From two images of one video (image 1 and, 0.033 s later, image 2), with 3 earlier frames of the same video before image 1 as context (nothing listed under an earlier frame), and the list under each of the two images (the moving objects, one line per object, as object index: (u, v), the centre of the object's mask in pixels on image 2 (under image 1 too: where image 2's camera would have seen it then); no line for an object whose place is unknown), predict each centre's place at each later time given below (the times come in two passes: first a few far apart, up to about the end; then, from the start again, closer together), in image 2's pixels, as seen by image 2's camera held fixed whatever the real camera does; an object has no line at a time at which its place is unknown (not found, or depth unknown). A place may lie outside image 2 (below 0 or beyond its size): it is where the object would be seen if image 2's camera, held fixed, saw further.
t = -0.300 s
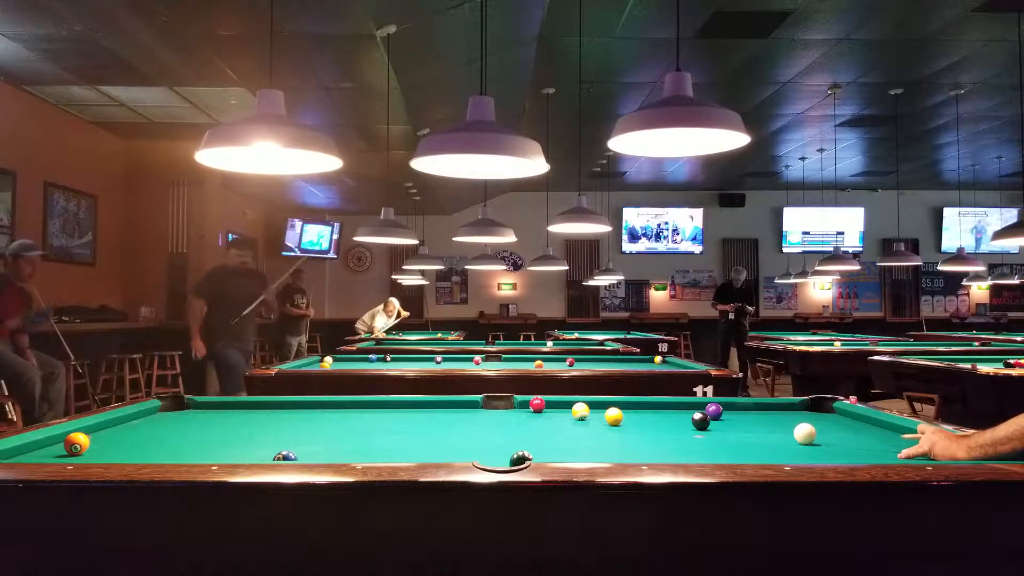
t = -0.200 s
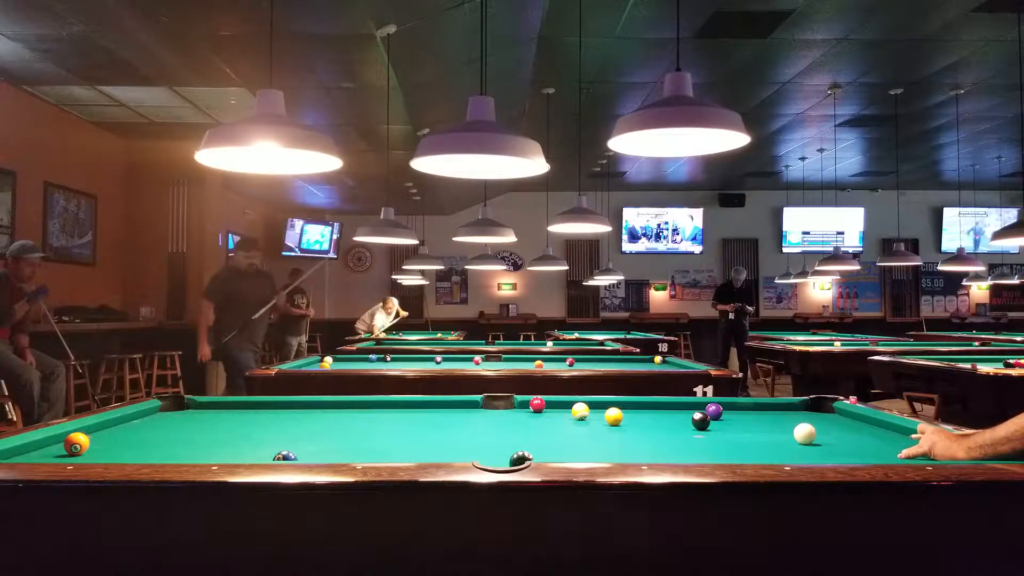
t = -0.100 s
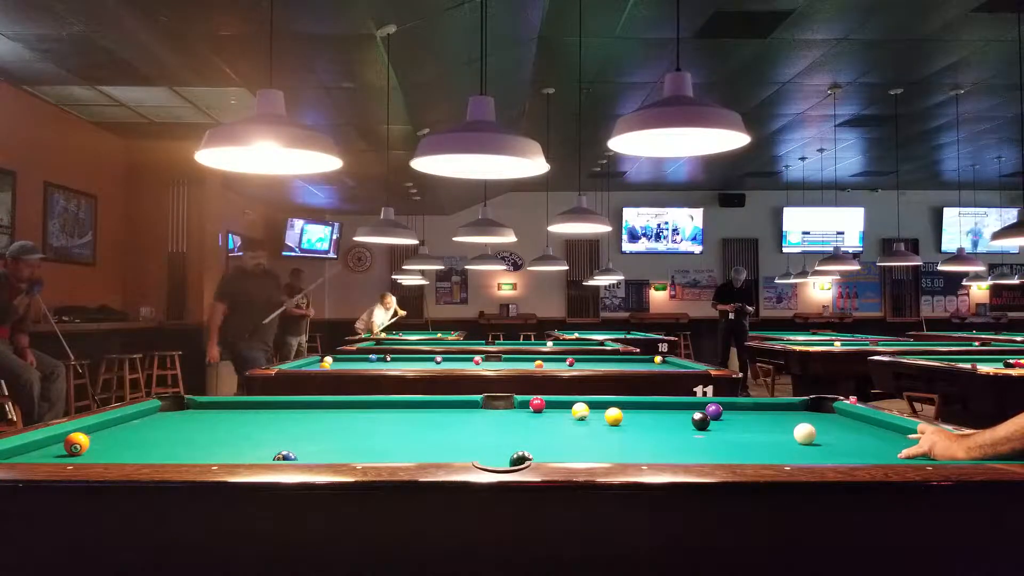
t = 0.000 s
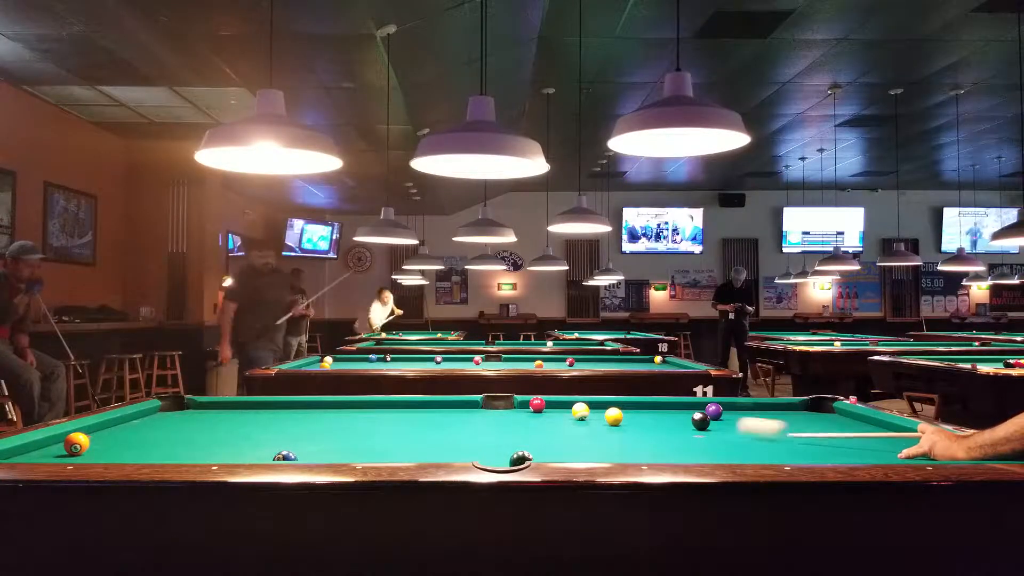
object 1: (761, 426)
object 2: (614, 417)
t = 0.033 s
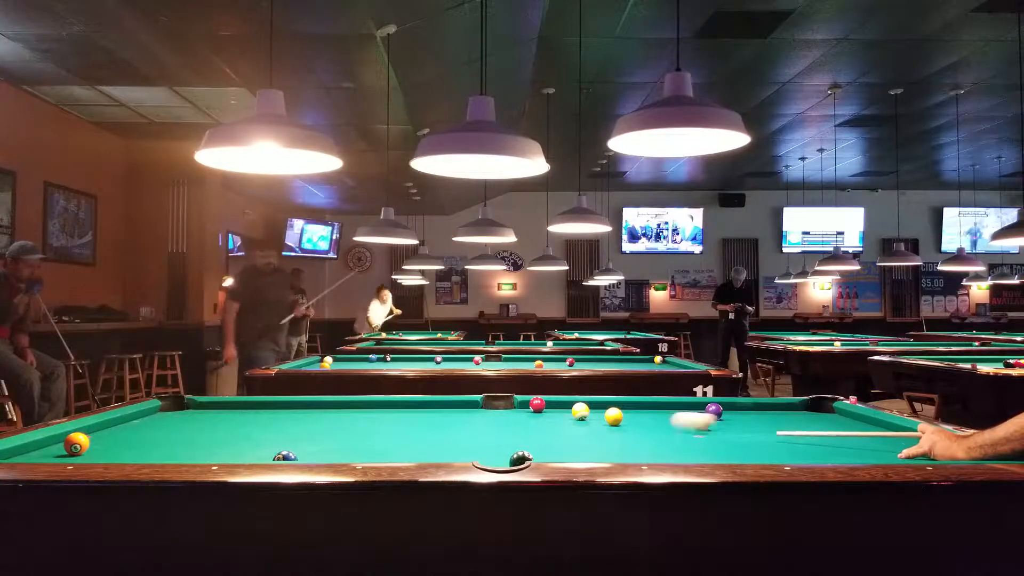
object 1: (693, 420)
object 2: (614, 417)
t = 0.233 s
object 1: (614, 418)
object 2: (398, 413)
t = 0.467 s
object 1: (618, 419)
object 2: (138, 415)
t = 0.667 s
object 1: (622, 420)
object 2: (274, 414)
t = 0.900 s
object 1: (627, 422)
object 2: (401, 414)
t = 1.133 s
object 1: (631, 423)
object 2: (522, 414)
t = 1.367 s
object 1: (635, 424)
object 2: (643, 413)
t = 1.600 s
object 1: (637, 424)
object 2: (759, 417)
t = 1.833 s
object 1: (638, 425)
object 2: (854, 417)
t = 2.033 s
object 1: (640, 425)
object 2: (795, 417)
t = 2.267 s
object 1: (640, 426)
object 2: (731, 417)
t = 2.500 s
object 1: (640, 426)
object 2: (667, 417)
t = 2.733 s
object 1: (640, 426)
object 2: (605, 416)
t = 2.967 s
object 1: (640, 426)
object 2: (544, 416)
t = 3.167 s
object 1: (640, 426)
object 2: (494, 416)
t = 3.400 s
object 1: (640, 426)
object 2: (436, 416)
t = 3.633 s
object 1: (640, 426)
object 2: (380, 416)
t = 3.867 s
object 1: (640, 426)
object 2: (325, 417)
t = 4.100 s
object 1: (640, 426)
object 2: (270, 417)
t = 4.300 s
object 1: (640, 426)
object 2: (224, 418)
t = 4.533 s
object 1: (640, 426)
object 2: (173, 417)
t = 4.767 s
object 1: (640, 426)
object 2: (130, 417)
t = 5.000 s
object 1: (640, 426)
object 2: (159, 418)
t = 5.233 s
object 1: (640, 426)
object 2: (186, 418)
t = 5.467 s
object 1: (640, 426)
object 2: (212, 418)
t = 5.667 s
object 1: (640, 426)
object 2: (233, 418)
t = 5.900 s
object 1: (640, 426)
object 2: (256, 417)
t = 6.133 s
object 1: (640, 426)
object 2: (277, 417)
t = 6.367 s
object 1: (640, 426)
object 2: (297, 417)
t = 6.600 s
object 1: (640, 426)
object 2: (314, 416)
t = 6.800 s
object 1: (640, 426)
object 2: (328, 416)
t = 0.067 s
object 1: (637, 417)
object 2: (613, 416)
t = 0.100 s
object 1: (625, 417)
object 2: (566, 412)
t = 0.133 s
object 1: (621, 417)
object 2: (523, 412)
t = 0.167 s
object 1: (618, 417)
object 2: (481, 412)
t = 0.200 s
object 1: (616, 418)
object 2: (440, 413)
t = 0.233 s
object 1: (614, 418)
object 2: (398, 413)
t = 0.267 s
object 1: (614, 418)
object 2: (358, 414)
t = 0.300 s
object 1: (614, 418)
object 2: (318, 414)
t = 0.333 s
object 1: (614, 418)
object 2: (280, 414)
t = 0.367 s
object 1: (615, 418)
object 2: (242, 415)
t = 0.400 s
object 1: (616, 419)
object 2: (204, 415)
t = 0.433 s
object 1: (617, 419)
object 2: (169, 414)
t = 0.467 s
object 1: (618, 419)
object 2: (138, 415)
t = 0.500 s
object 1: (618, 419)
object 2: (159, 414)
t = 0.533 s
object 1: (619, 419)
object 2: (184, 414)
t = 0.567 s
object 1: (620, 420)
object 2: (208, 415)
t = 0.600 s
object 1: (621, 420)
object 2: (231, 415)
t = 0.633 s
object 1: (621, 420)
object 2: (252, 415)
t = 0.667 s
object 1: (622, 420)
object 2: (274, 414)
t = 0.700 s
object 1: (623, 421)
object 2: (294, 415)
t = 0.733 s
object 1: (624, 421)
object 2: (313, 414)
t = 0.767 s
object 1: (624, 421)
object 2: (331, 415)
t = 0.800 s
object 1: (625, 421)
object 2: (348, 414)
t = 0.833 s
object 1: (626, 421)
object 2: (366, 414)
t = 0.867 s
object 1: (626, 421)
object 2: (384, 414)
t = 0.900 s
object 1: (627, 422)
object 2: (401, 414)
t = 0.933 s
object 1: (628, 422)
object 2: (419, 414)
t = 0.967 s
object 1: (628, 422)
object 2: (436, 414)
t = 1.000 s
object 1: (629, 422)
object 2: (453, 414)
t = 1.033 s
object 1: (629, 422)
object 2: (470, 414)
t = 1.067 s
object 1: (630, 422)
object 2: (487, 414)
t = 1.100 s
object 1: (631, 423)
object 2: (504, 414)
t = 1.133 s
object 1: (631, 423)
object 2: (522, 414)
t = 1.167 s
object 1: (632, 423)
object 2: (539, 414)
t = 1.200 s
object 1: (632, 423)
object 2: (556, 414)
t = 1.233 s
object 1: (633, 423)
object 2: (573, 415)
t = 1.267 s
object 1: (633, 423)
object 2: (590, 415)
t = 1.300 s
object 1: (634, 423)
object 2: (606, 415)
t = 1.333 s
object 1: (634, 424)
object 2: (622, 414)
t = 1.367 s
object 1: (635, 424)
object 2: (643, 413)
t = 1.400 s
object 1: (635, 424)
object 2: (657, 415)
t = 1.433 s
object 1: (635, 424)
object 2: (674, 416)
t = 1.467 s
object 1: (636, 424)
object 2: (687, 414)
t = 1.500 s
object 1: (636, 424)
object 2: (711, 415)
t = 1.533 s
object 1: (636, 424)
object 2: (725, 416)
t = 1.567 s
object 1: (637, 424)
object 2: (742, 417)
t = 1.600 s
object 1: (637, 424)
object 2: (759, 417)
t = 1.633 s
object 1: (637, 424)
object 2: (775, 417)
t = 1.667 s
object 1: (637, 425)
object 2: (792, 417)
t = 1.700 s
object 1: (638, 424)
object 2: (808, 417)
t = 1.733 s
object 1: (638, 425)
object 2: (825, 417)
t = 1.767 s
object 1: (638, 425)
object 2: (842, 417)
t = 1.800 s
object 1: (638, 425)
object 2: (858, 417)
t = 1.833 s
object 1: (638, 425)
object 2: (854, 417)
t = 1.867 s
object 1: (639, 425)
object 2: (843, 417)
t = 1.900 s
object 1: (639, 425)
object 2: (833, 418)
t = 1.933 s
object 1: (639, 425)
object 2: (823, 417)
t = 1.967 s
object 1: (639, 425)
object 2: (814, 417)
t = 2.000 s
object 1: (640, 425)
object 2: (805, 417)
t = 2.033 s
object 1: (640, 425)
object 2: (795, 417)
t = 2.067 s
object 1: (640, 425)
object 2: (786, 417)
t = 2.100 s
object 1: (640, 425)
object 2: (777, 417)
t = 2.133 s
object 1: (640, 425)
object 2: (767, 417)
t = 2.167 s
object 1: (640, 426)
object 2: (758, 417)
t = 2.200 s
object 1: (640, 426)
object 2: (749, 417)
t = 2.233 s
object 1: (640, 426)
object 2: (740, 417)
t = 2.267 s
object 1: (640, 426)
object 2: (731, 417)
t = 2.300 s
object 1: (640, 426)
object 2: (721, 417)
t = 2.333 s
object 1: (640, 426)
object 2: (715, 417)
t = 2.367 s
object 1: (640, 426)
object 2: (705, 413)
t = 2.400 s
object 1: (640, 426)
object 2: (690, 415)
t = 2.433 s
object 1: (640, 426)
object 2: (684, 417)
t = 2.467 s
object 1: (640, 426)
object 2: (675, 417)
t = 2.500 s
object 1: (640, 426)
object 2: (667, 417)
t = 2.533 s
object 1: (639, 426)
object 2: (658, 417)
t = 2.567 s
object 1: (639, 426)
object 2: (651, 415)
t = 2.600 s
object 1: (639, 426)
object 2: (640, 413)
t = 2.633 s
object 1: (640, 426)
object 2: (629, 415)
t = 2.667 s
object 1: (640, 426)
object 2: (622, 416)
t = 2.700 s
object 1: (640, 426)
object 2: (614, 416)
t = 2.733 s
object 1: (640, 426)
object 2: (605, 416)
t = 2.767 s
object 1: (640, 426)
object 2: (596, 416)
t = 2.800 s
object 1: (640, 426)
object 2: (587, 416)
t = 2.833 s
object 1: (640, 426)
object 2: (579, 416)
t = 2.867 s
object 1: (640, 426)
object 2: (570, 416)
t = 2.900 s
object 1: (640, 426)
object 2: (562, 416)
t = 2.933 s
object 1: (640, 426)
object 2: (553, 416)
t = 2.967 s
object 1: (640, 426)
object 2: (544, 416)
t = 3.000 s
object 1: (640, 426)
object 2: (536, 416)
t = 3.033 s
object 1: (640, 426)
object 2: (528, 416)
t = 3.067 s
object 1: (640, 426)
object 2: (519, 416)
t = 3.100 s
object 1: (640, 426)
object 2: (511, 416)
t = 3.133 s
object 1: (640, 426)
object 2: (503, 416)
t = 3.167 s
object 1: (640, 426)
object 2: (494, 416)
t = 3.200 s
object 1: (640, 426)
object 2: (486, 416)
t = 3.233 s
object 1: (640, 426)
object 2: (478, 416)
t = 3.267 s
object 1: (640, 426)
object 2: (469, 416)
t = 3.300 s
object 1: (640, 426)
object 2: (461, 416)
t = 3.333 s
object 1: (640, 426)
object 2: (453, 416)
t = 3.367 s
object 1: (640, 426)
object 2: (445, 416)
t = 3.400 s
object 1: (640, 426)
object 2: (436, 416)
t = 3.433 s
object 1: (640, 426)
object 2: (428, 416)
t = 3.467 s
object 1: (640, 426)
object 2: (420, 416)
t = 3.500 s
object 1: (640, 426)
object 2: (412, 416)
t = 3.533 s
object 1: (640, 426)
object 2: (404, 416)
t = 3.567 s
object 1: (640, 426)
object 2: (396, 416)
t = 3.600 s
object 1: (640, 426)
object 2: (388, 416)
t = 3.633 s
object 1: (640, 426)
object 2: (380, 416)
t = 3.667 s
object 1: (640, 426)
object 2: (372, 416)
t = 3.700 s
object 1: (640, 426)
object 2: (364, 416)
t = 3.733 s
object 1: (640, 426)
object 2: (356, 417)
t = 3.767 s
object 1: (640, 426)
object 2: (348, 416)
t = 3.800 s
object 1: (640, 426)
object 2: (340, 416)
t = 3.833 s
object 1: (640, 426)
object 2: (333, 417)
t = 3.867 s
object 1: (640, 426)
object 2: (325, 417)
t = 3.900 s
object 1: (639, 426)
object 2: (317, 417)
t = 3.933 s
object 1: (640, 428)
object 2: (309, 417)
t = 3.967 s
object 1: (640, 429)
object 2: (301, 417)
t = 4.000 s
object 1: (641, 427)
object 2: (293, 417)
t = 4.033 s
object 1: (640, 424)
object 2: (286, 417)
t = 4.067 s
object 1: (639, 424)
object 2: (278, 417)
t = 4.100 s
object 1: (640, 426)
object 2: (270, 417)
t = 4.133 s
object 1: (640, 426)
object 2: (263, 417)
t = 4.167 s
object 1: (640, 426)
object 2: (255, 417)
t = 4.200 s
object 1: (640, 426)
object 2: (247, 417)
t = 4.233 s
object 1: (640, 426)
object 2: (239, 417)
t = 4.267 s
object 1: (640, 426)
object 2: (232, 417)
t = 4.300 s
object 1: (640, 426)
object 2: (224, 418)
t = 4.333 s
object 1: (640, 426)
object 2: (217, 417)
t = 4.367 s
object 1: (640, 426)
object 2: (210, 417)
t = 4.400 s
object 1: (640, 426)
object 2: (202, 418)
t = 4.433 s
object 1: (640, 426)
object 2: (195, 417)
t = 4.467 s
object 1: (640, 426)
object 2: (187, 418)
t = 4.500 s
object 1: (640, 426)
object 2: (180, 418)
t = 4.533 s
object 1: (640, 426)
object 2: (173, 417)
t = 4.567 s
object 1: (640, 426)
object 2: (166, 418)
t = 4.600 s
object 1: (640, 426)
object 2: (158, 418)
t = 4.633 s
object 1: (640, 426)
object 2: (151, 417)
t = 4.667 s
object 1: (640, 426)
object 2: (144, 417)
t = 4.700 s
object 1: (640, 426)
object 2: (137, 418)
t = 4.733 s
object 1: (639, 426)
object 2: (130, 417)
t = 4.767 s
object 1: (640, 426)
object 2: (130, 417)
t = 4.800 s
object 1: (640, 426)
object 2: (134, 417)
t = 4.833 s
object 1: (640, 426)
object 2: (139, 417)
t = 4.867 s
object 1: (640, 426)
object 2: (143, 417)
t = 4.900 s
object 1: (639, 426)
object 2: (147, 418)
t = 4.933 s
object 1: (640, 426)
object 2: (151, 417)
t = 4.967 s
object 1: (639, 426)
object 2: (155, 418)
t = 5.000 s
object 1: (640, 426)
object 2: (159, 418)
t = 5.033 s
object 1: (639, 426)
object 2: (163, 418)
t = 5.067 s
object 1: (639, 426)
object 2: (167, 418)
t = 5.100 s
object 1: (639, 426)
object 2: (171, 418)
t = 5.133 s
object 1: (640, 426)
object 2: (175, 418)
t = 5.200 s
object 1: (640, 426)
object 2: (182, 418)
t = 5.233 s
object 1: (640, 426)
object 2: (186, 418)
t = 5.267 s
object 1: (640, 426)
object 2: (190, 418)
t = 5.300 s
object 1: (640, 426)
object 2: (194, 417)
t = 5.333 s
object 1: (640, 426)
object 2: (198, 418)
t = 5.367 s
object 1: (640, 426)
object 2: (201, 418)
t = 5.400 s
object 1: (640, 426)
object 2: (205, 418)
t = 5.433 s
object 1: (640, 426)
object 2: (209, 418)
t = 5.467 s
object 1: (640, 426)
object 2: (212, 418)
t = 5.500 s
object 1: (640, 426)
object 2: (216, 418)
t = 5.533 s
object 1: (640, 426)
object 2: (219, 418)
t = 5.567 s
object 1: (640, 426)
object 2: (223, 417)
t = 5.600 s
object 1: (640, 426)
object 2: (226, 417)
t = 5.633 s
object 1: (640, 426)
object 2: (230, 418)
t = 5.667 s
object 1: (640, 426)
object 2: (233, 418)
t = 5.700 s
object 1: (640, 426)
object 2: (236, 417)
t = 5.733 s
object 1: (640, 426)
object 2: (240, 417)
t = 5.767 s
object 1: (640, 426)
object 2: (243, 417)
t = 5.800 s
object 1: (640, 426)
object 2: (246, 417)
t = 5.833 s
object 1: (640, 426)
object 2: (249, 417)
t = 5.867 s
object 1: (640, 426)
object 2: (253, 417)
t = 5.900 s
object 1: (640, 426)
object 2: (256, 417)
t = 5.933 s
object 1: (640, 426)
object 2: (259, 417)
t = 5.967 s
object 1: (640, 426)
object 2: (262, 417)
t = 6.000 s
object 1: (640, 426)
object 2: (265, 417)
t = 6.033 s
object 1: (640, 426)
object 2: (268, 417)
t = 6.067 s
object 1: (640, 426)
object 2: (271, 417)
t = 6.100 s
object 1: (640, 426)
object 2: (274, 417)
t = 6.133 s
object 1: (640, 426)
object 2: (277, 417)
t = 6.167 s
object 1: (640, 426)
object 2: (280, 417)
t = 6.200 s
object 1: (640, 426)
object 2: (283, 417)
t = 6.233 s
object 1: (640, 426)
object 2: (286, 417)
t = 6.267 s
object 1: (640, 426)
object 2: (288, 417)
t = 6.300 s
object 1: (640, 426)
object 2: (291, 417)
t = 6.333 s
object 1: (640, 426)
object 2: (294, 417)
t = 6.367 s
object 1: (640, 426)
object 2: (297, 417)
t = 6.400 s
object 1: (640, 426)
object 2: (299, 417)
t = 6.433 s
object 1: (640, 426)
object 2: (302, 417)
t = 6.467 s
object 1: (640, 426)
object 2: (304, 417)
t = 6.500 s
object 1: (640, 426)
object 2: (307, 417)
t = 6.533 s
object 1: (640, 426)
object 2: (309, 417)
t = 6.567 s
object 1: (640, 426)
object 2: (312, 417)
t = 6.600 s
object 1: (640, 426)
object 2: (314, 416)
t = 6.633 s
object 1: (640, 426)
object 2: (317, 416)
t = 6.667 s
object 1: (640, 426)
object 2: (319, 417)
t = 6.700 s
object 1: (640, 426)
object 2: (322, 417)
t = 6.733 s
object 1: (640, 426)
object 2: (324, 417)
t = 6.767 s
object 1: (640, 426)
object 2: (326, 417)
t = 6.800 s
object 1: (640, 426)
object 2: (328, 416)
